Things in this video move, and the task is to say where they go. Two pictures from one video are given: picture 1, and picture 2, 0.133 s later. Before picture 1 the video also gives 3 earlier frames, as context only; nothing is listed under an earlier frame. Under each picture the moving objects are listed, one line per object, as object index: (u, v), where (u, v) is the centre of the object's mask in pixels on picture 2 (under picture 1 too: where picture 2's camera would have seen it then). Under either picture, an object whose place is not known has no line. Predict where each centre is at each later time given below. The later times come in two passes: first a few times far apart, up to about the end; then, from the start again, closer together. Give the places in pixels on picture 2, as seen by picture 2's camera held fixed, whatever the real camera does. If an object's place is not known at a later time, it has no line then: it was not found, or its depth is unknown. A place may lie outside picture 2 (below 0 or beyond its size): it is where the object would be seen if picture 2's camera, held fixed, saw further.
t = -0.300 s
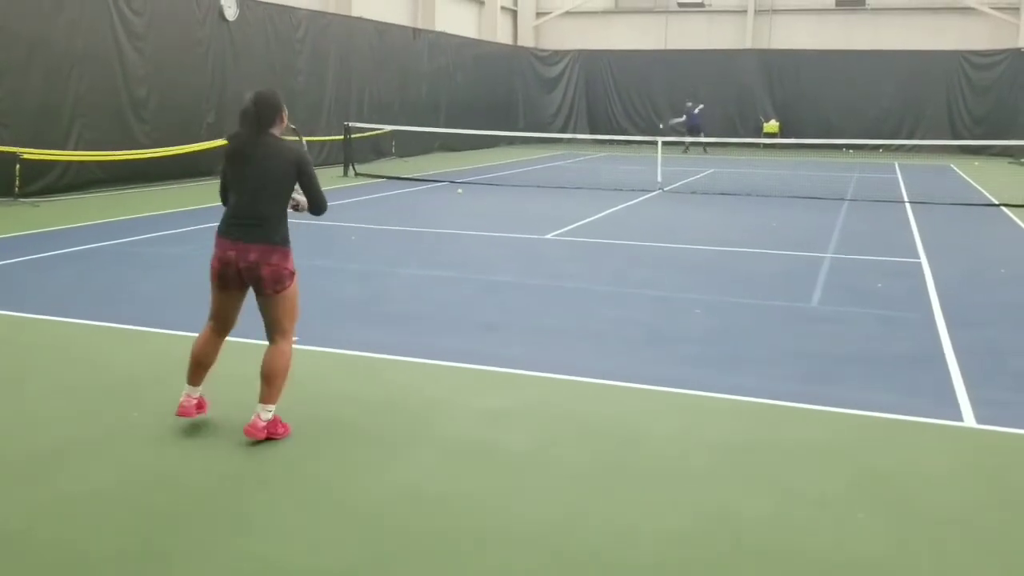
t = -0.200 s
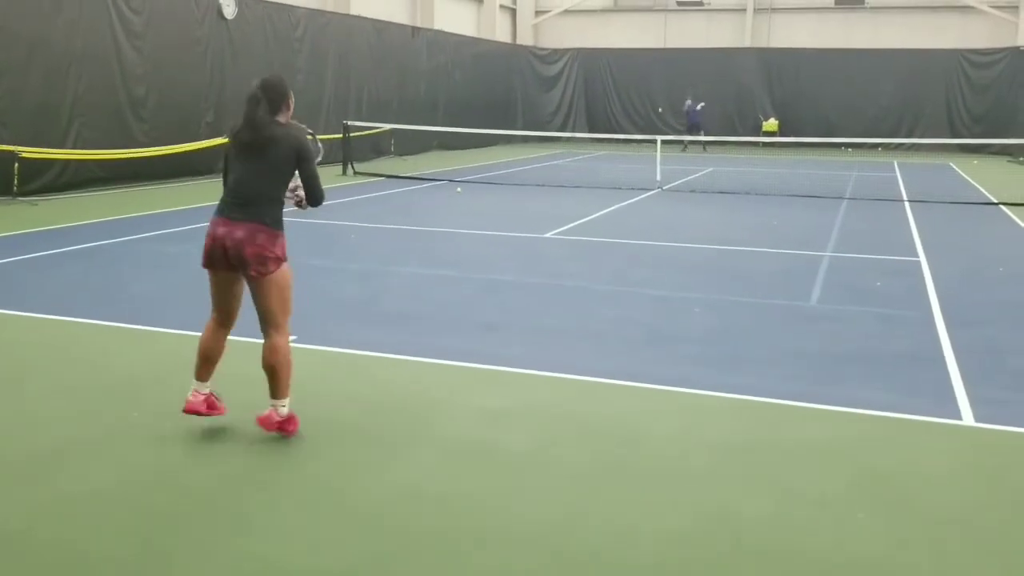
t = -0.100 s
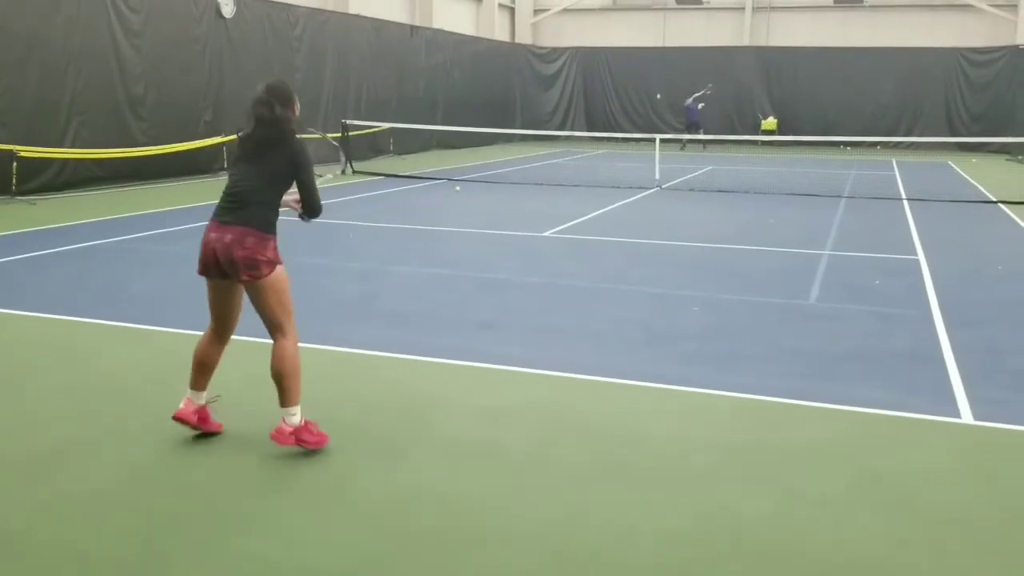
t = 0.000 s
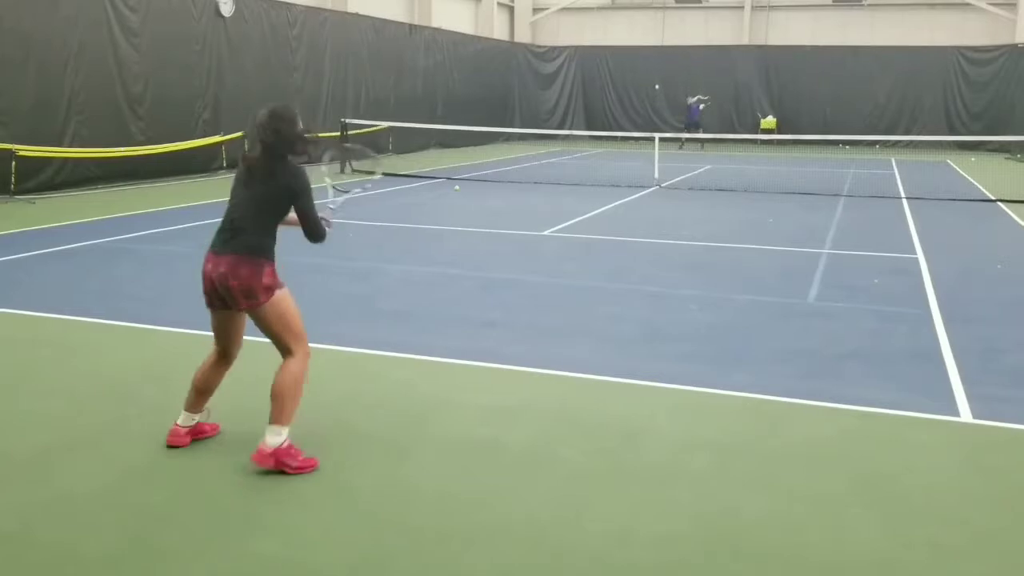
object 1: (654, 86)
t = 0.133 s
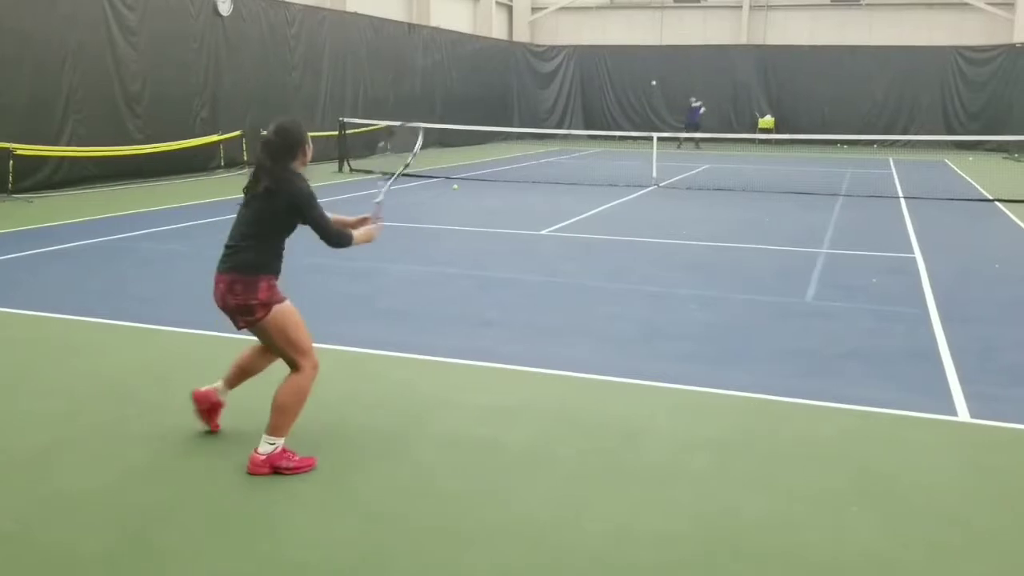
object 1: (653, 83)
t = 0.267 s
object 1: (650, 91)
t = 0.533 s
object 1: (639, 167)
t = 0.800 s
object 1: (629, 210)
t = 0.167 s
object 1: (653, 83)
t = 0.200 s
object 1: (652, 85)
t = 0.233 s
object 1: (651, 87)
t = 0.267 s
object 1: (650, 91)
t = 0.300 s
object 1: (650, 95)
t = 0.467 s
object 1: (643, 139)
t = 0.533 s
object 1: (639, 167)
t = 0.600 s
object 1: (634, 206)
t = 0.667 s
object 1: (628, 249)
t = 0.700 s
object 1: (629, 238)
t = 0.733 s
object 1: (629, 228)
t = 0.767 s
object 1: (629, 218)
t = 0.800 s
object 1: (629, 210)
